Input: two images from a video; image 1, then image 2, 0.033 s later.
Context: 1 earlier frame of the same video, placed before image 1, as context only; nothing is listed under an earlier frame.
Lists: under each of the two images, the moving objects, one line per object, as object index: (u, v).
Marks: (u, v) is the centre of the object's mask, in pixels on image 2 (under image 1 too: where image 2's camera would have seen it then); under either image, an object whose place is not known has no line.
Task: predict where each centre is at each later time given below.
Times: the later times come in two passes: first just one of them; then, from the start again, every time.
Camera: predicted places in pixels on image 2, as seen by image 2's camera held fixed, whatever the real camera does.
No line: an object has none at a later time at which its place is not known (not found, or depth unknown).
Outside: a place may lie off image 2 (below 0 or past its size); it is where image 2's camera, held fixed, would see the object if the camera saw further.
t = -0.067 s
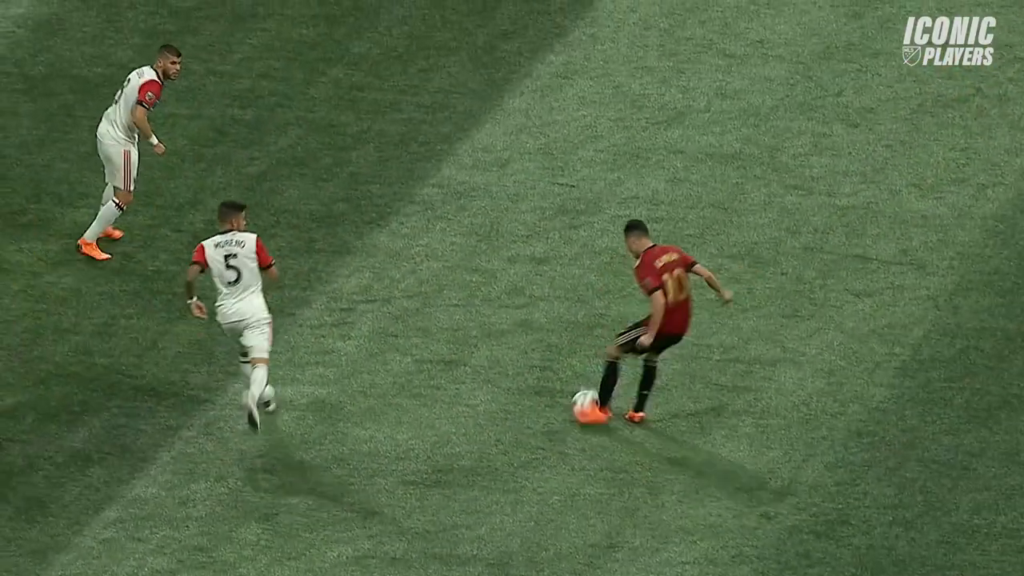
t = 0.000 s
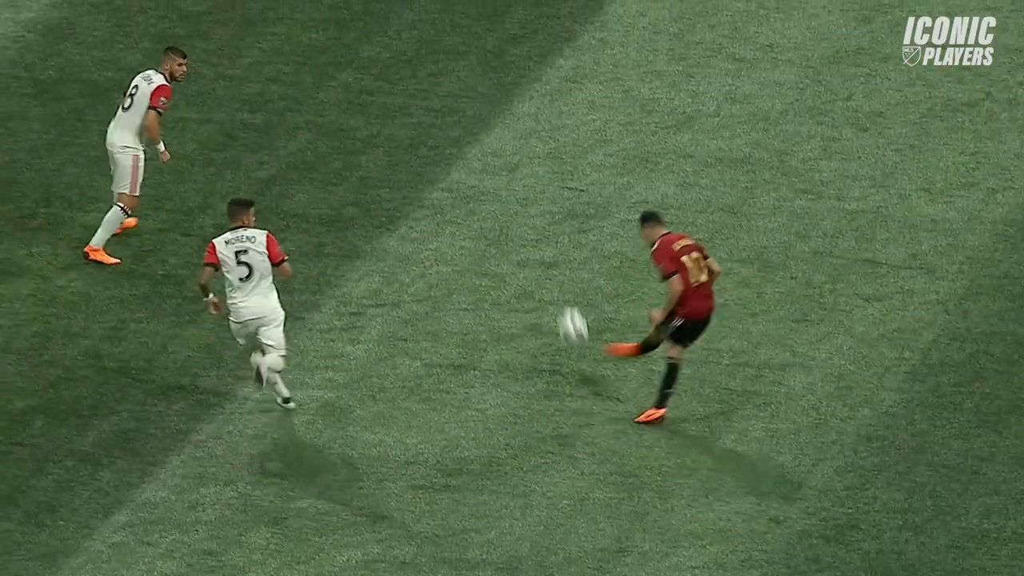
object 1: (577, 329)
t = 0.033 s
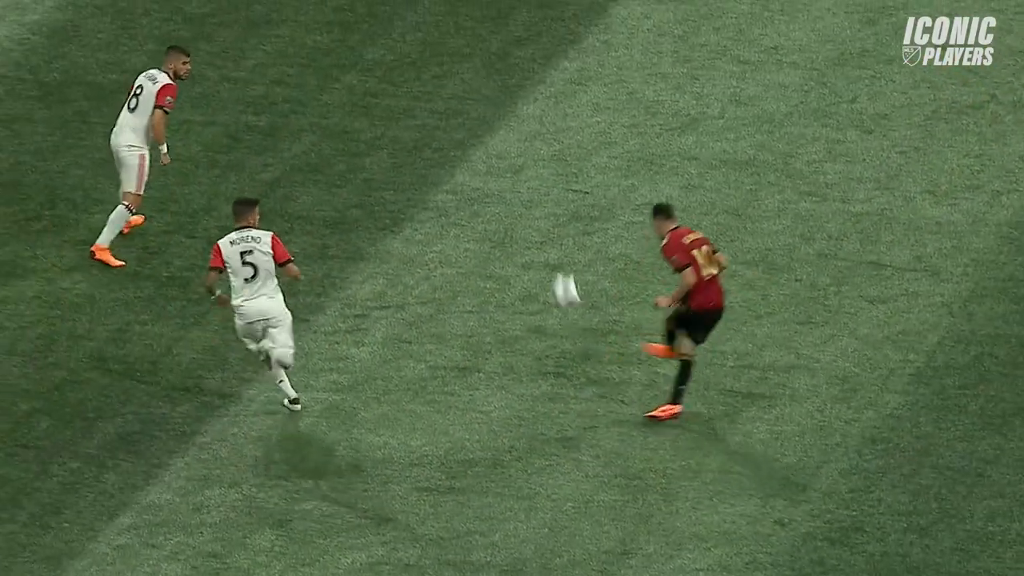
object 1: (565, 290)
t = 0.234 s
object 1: (523, 132)
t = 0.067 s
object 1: (557, 256)
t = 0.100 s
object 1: (547, 224)
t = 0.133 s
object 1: (539, 197)
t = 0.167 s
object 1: (533, 174)
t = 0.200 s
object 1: (528, 151)
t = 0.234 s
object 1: (523, 132)
